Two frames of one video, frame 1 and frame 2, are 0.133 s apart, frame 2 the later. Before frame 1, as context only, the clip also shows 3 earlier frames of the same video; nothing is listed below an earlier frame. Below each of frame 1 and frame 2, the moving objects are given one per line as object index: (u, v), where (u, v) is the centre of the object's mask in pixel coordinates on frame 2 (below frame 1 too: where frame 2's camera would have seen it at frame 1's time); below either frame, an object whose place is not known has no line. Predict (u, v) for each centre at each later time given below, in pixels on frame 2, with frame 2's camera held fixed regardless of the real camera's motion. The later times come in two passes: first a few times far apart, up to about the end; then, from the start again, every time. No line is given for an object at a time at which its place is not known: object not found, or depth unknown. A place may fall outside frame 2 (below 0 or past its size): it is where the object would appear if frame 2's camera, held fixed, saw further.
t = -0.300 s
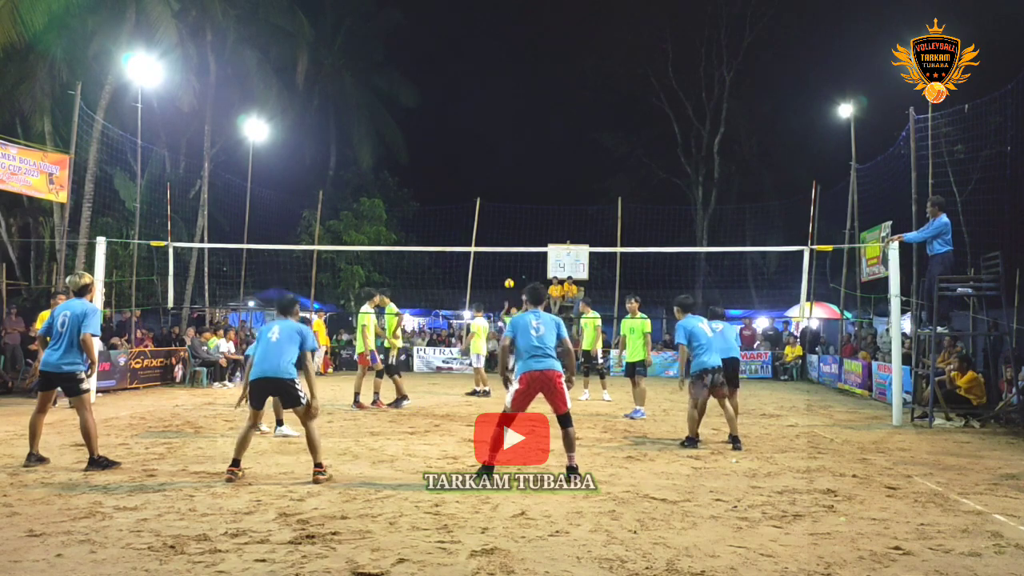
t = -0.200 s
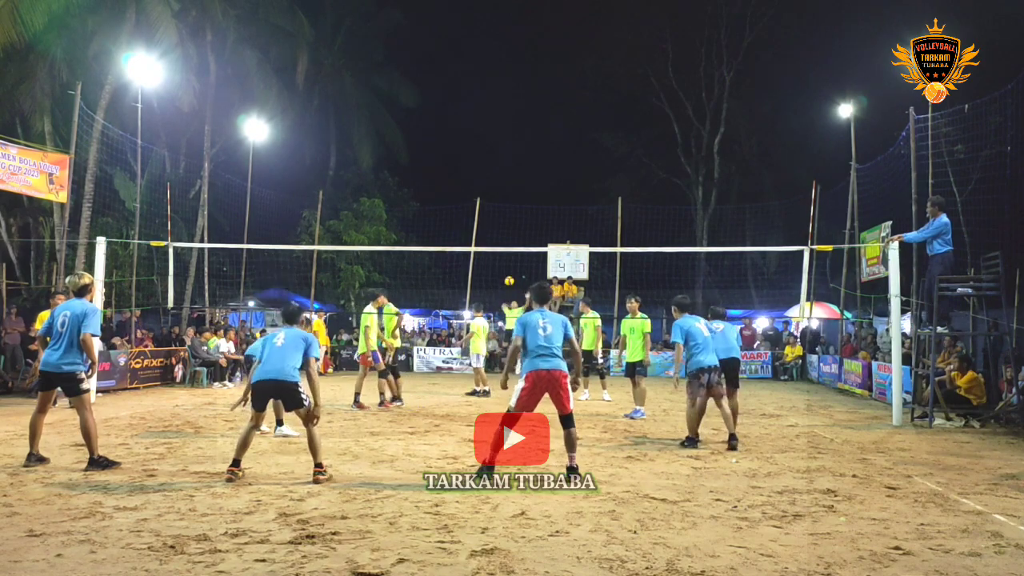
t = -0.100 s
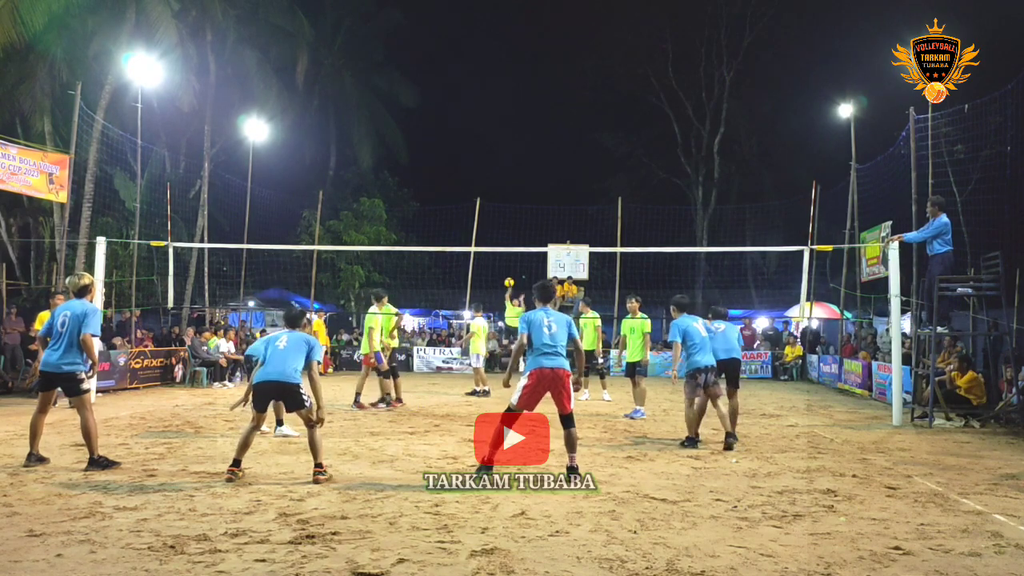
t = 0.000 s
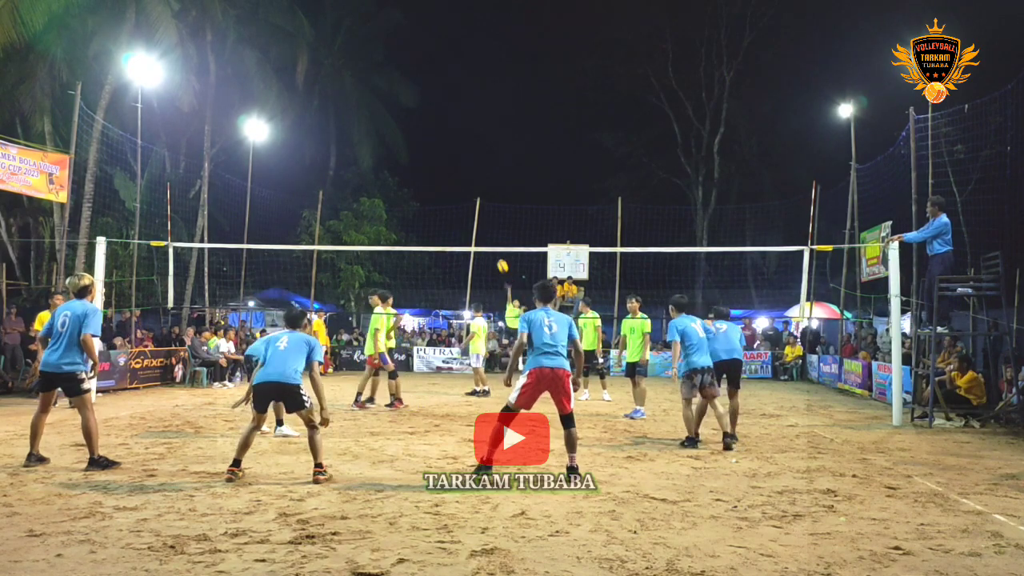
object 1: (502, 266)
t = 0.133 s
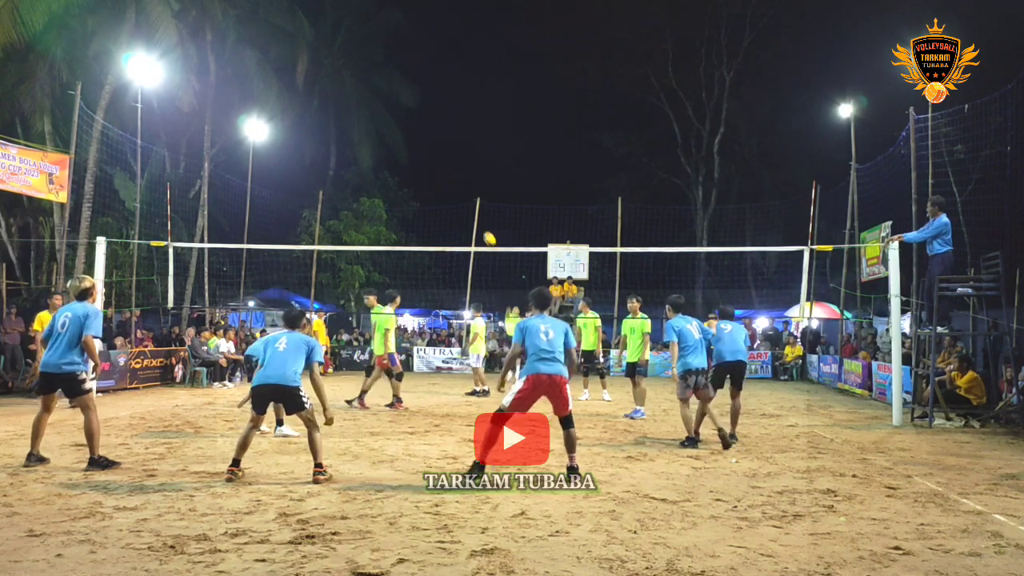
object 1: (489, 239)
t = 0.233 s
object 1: (478, 221)
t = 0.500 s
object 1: (436, 188)
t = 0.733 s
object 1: (382, 188)
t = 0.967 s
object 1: (303, 233)
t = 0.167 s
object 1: (485, 232)
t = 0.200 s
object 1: (482, 227)
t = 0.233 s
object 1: (478, 221)
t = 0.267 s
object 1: (473, 215)
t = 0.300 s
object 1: (468, 210)
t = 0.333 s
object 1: (464, 206)
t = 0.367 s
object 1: (458, 201)
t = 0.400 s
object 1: (453, 197)
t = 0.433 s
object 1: (448, 194)
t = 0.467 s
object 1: (442, 190)
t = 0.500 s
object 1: (436, 188)
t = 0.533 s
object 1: (430, 186)
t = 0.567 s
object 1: (423, 184)
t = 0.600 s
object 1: (415, 184)
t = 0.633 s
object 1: (408, 184)
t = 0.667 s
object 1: (400, 184)
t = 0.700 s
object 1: (391, 186)
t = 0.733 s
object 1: (382, 188)
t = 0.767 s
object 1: (372, 191)
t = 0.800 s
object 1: (363, 195)
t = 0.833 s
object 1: (352, 200)
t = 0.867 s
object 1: (341, 207)
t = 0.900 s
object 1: (330, 214)
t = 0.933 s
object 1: (316, 224)
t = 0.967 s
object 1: (303, 233)
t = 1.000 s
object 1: (289, 246)
